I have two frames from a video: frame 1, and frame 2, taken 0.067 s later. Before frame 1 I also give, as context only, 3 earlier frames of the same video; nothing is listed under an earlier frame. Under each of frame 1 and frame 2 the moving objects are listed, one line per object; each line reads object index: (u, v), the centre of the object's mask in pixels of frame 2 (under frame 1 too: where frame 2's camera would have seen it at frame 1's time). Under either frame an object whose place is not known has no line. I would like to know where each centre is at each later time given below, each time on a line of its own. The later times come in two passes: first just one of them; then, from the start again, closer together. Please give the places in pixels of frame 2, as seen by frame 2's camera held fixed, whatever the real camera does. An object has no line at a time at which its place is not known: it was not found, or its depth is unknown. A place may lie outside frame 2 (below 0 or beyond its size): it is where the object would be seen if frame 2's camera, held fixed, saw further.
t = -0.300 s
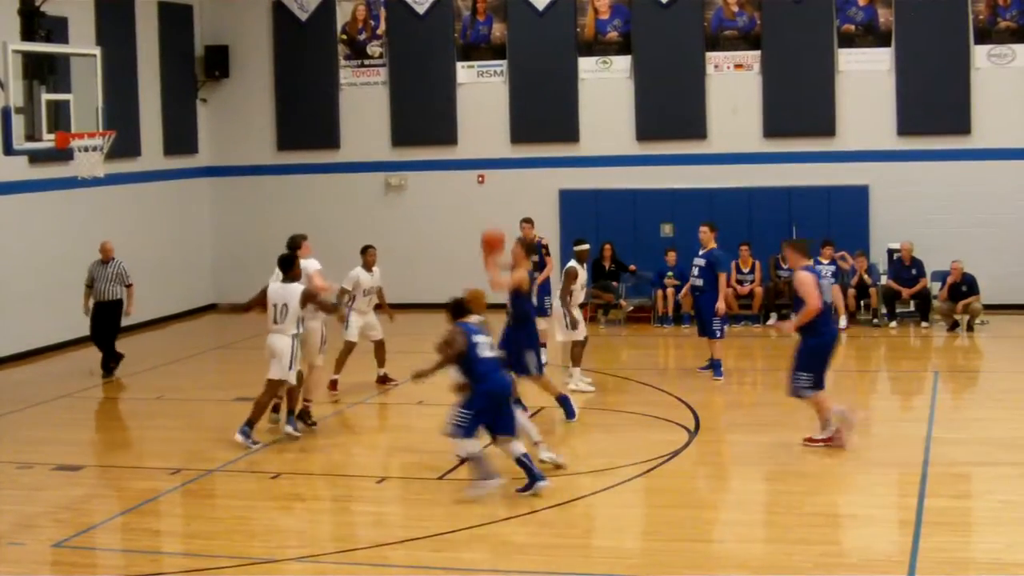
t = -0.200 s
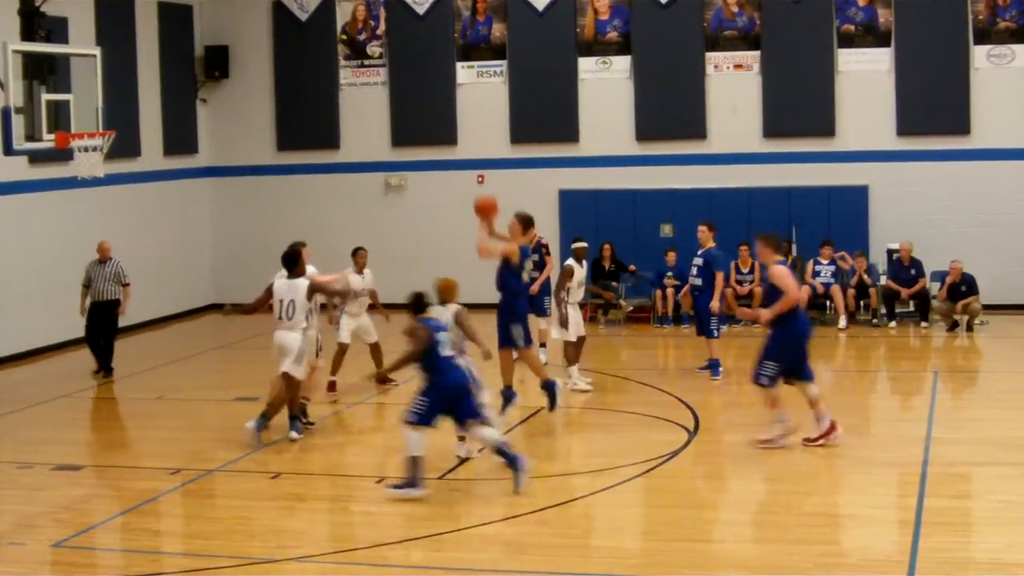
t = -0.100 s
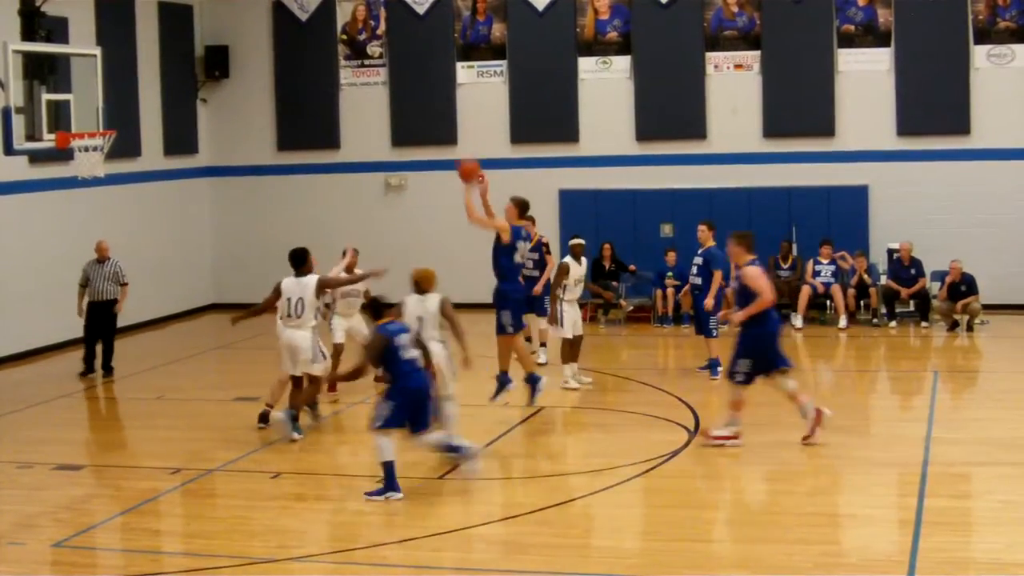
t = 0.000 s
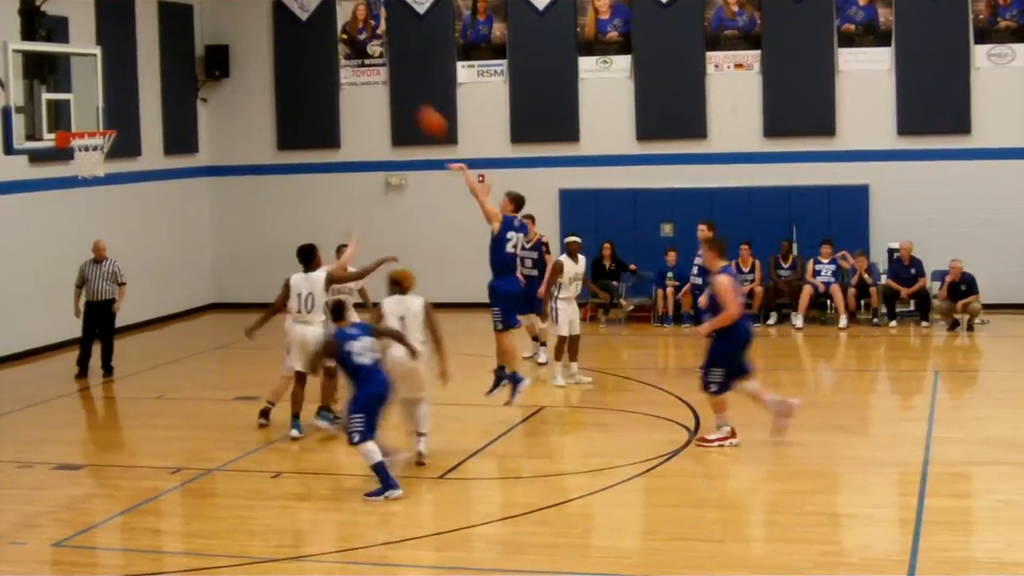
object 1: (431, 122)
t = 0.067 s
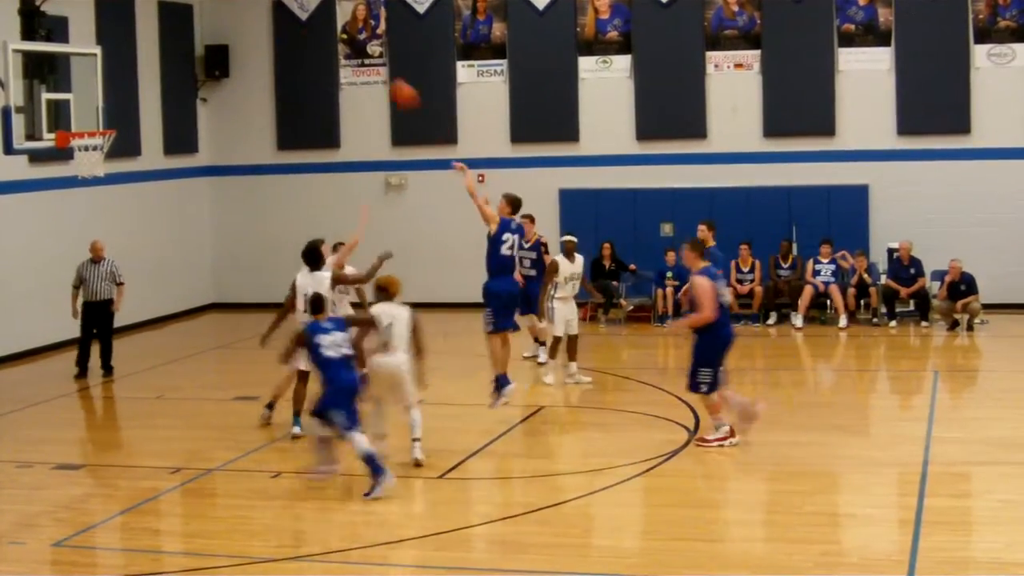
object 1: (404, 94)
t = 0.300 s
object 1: (306, 33)
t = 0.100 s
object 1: (392, 85)
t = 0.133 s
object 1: (376, 73)
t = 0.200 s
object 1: (346, 53)
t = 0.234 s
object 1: (331, 45)
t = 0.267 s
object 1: (319, 39)
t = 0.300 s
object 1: (306, 33)
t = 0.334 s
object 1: (292, 29)
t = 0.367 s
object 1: (280, 25)
